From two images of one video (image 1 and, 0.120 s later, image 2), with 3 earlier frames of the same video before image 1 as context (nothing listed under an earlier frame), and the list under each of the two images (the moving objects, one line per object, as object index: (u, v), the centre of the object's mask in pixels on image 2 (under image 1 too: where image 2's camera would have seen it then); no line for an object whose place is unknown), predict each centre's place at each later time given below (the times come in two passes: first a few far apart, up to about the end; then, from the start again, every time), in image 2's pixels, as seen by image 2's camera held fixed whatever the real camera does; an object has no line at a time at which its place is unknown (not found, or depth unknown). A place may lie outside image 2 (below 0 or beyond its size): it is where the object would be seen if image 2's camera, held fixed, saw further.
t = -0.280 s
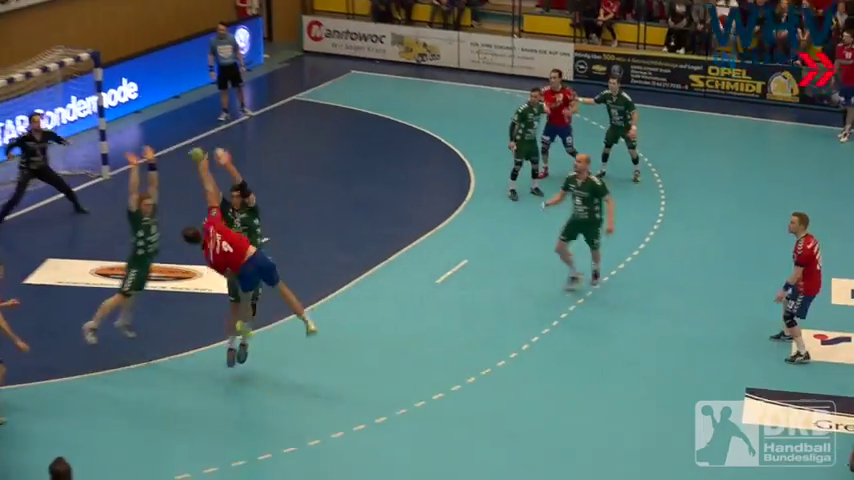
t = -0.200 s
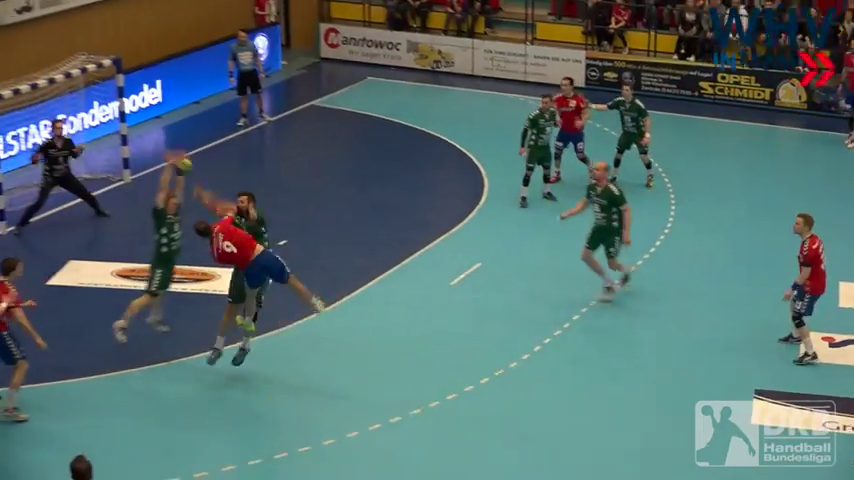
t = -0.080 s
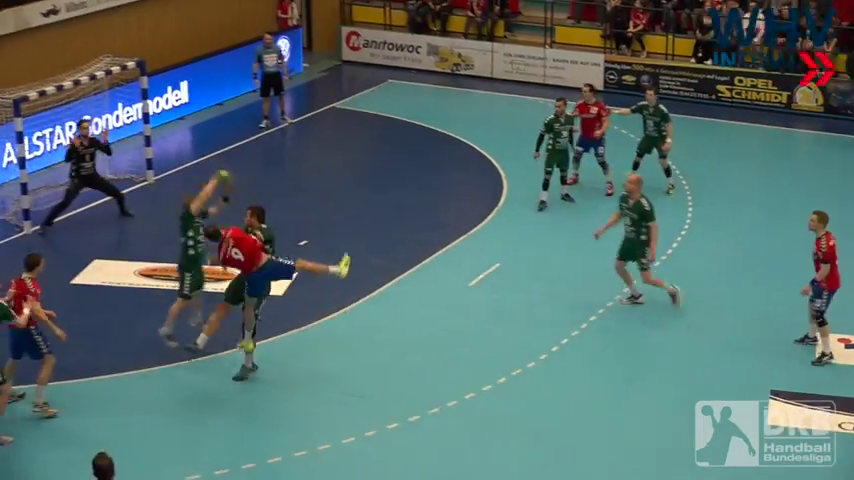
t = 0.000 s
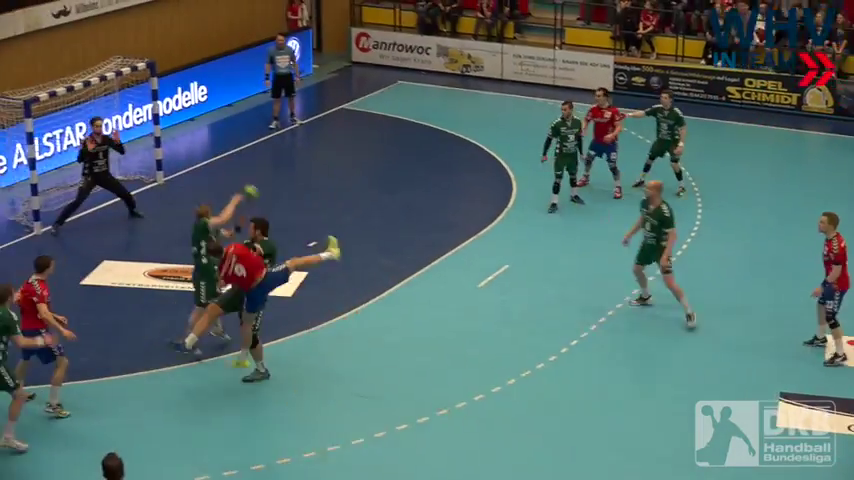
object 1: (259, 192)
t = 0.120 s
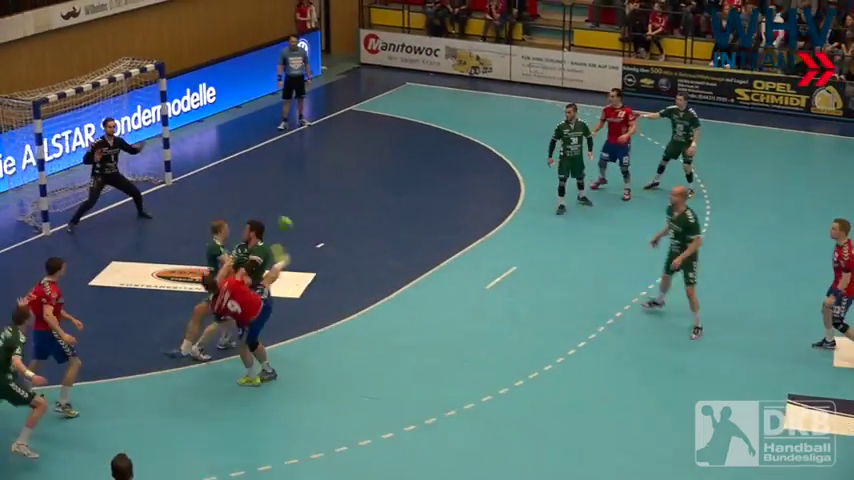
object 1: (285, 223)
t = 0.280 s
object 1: (320, 280)
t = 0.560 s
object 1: (369, 343)
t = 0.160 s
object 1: (293, 235)
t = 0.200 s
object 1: (302, 249)
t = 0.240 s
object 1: (312, 264)
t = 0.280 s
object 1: (320, 280)
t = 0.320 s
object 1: (328, 296)
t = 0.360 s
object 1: (337, 315)
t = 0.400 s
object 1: (346, 337)
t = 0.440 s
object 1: (355, 358)
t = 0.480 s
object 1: (361, 368)
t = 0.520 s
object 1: (365, 354)
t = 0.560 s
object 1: (369, 343)
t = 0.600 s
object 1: (373, 333)
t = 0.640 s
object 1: (377, 324)
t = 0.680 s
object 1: (380, 316)
